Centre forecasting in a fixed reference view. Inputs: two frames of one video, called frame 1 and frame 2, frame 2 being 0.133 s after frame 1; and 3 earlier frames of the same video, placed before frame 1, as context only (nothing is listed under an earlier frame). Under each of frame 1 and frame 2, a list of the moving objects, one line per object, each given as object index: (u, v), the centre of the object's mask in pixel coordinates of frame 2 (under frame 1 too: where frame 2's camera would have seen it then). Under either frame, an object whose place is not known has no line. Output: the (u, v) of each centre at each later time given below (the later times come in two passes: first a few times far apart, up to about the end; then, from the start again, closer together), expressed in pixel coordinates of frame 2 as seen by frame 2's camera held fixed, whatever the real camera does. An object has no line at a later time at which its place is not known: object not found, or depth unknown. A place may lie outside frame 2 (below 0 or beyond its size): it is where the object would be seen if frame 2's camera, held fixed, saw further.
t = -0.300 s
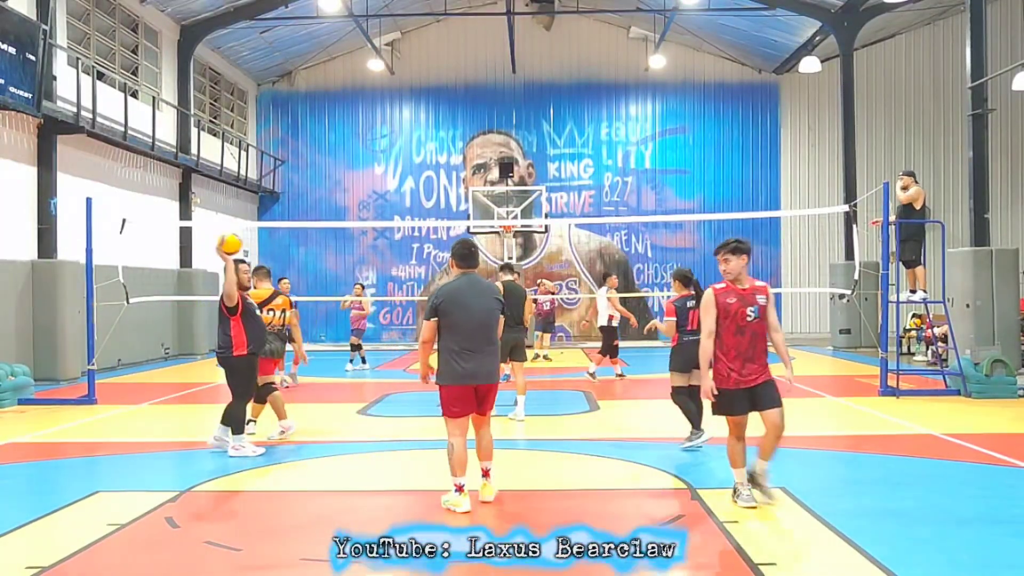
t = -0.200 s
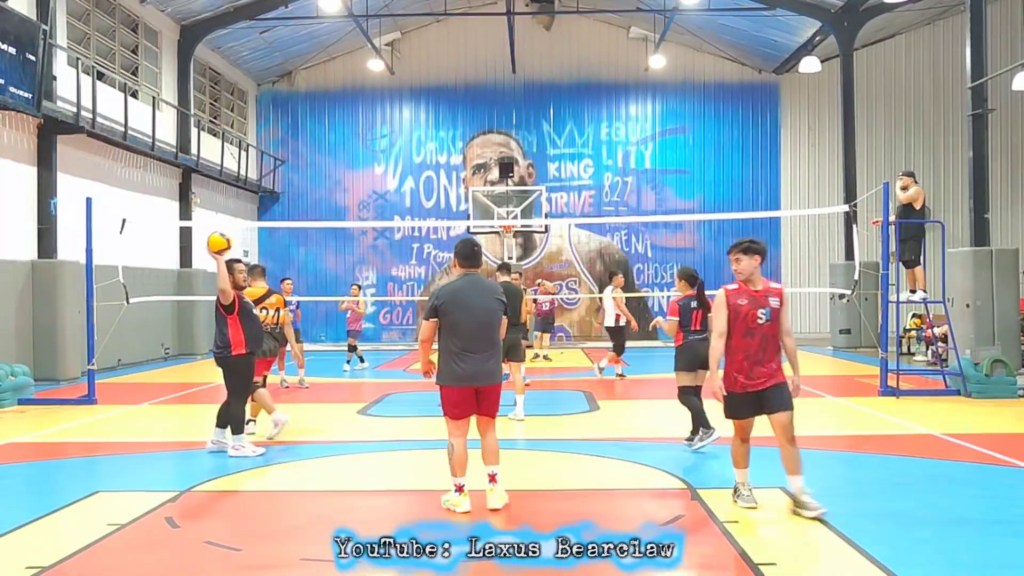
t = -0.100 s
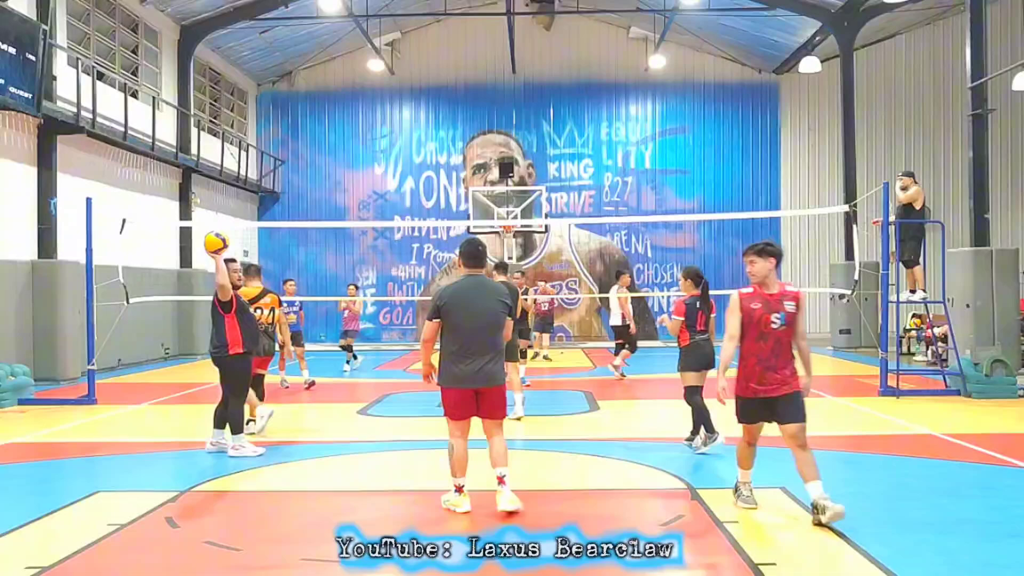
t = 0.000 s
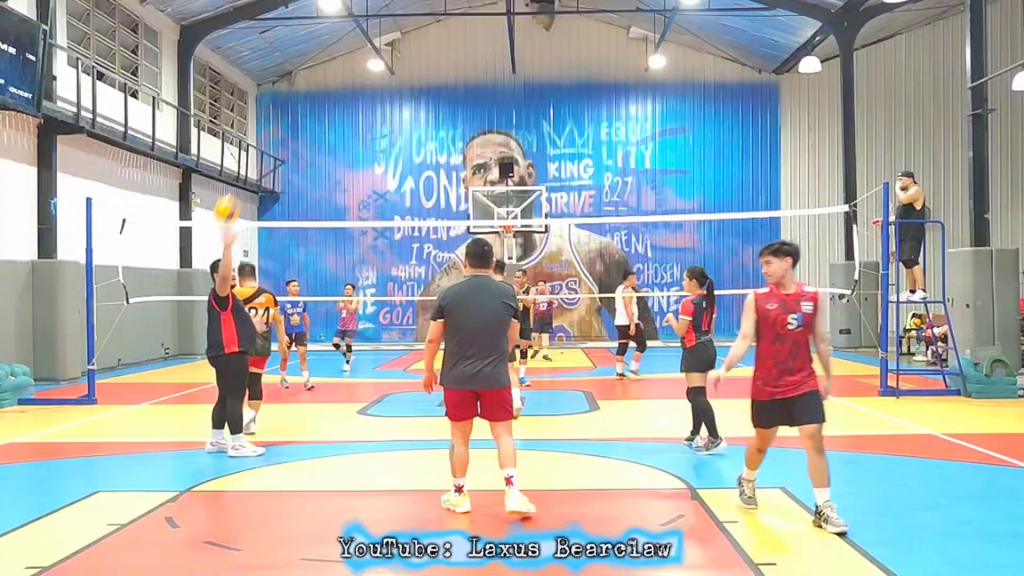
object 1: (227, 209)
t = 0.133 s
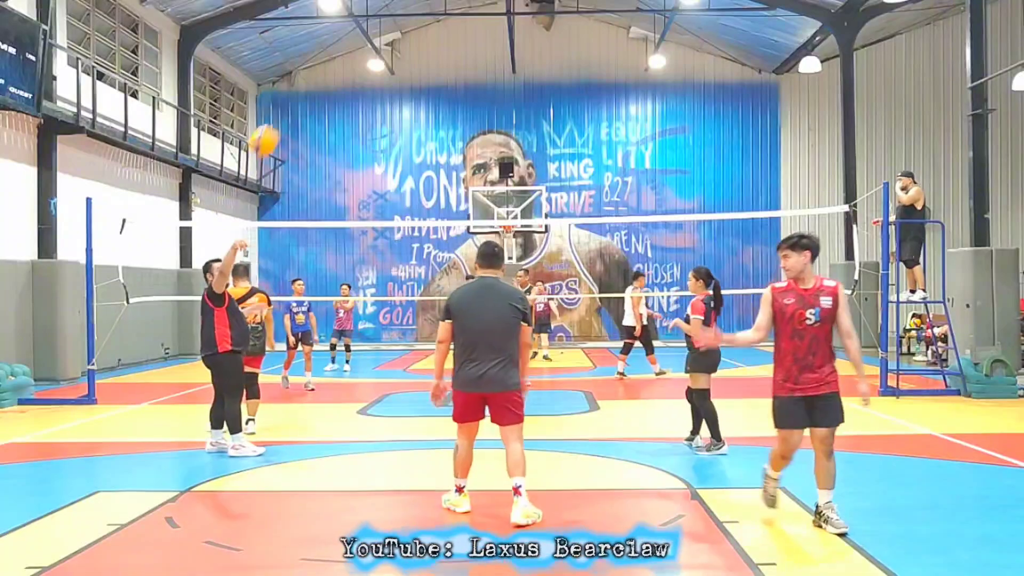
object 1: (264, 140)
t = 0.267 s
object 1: (306, 86)
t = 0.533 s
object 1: (409, 27)
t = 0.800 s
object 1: (546, 69)
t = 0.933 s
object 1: (631, 140)
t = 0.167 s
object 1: (274, 125)
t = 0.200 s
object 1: (284, 112)
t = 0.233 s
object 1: (295, 99)
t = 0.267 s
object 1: (306, 86)
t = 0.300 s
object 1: (318, 75)
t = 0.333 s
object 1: (330, 64)
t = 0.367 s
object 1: (342, 55)
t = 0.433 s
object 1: (366, 39)
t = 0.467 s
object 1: (381, 34)
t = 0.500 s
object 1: (394, 30)
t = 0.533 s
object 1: (409, 27)
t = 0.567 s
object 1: (423, 26)
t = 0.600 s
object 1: (440, 27)
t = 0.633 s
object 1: (457, 28)
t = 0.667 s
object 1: (472, 32)
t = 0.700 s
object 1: (489, 38)
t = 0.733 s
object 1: (508, 45)
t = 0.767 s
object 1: (526, 56)
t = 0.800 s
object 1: (546, 69)
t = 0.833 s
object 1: (567, 83)
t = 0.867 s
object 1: (587, 98)
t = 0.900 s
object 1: (608, 116)
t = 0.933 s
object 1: (631, 140)
